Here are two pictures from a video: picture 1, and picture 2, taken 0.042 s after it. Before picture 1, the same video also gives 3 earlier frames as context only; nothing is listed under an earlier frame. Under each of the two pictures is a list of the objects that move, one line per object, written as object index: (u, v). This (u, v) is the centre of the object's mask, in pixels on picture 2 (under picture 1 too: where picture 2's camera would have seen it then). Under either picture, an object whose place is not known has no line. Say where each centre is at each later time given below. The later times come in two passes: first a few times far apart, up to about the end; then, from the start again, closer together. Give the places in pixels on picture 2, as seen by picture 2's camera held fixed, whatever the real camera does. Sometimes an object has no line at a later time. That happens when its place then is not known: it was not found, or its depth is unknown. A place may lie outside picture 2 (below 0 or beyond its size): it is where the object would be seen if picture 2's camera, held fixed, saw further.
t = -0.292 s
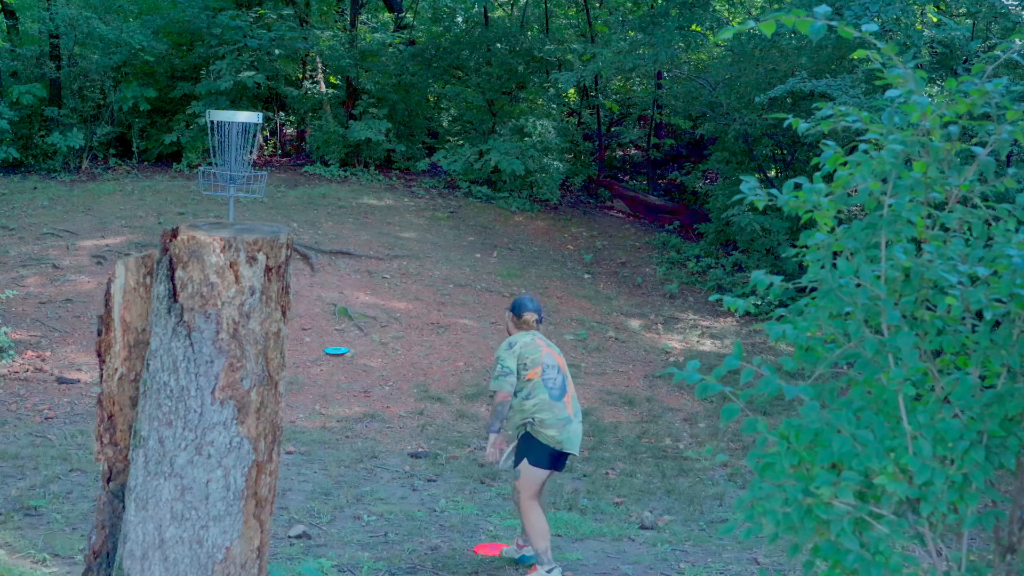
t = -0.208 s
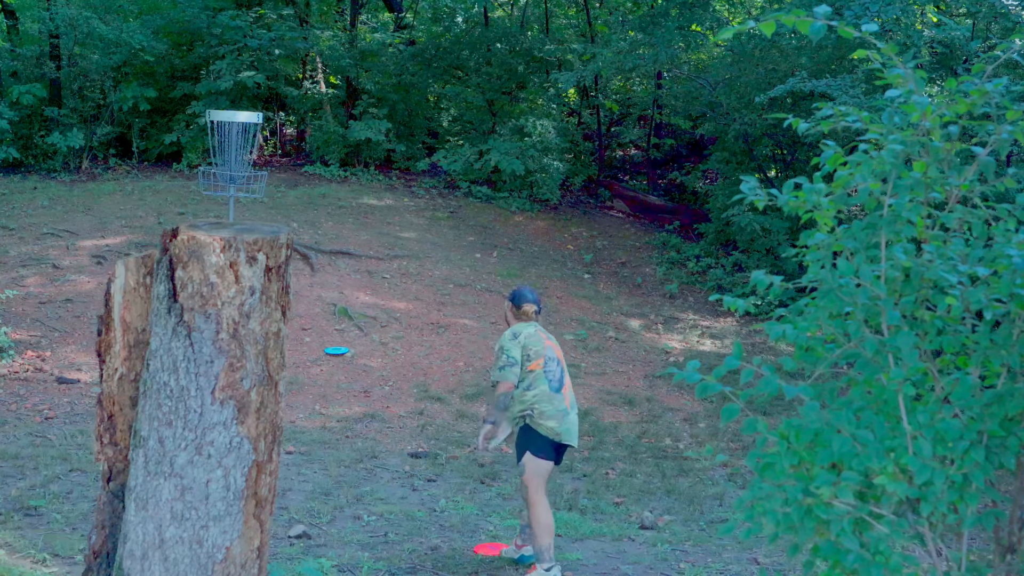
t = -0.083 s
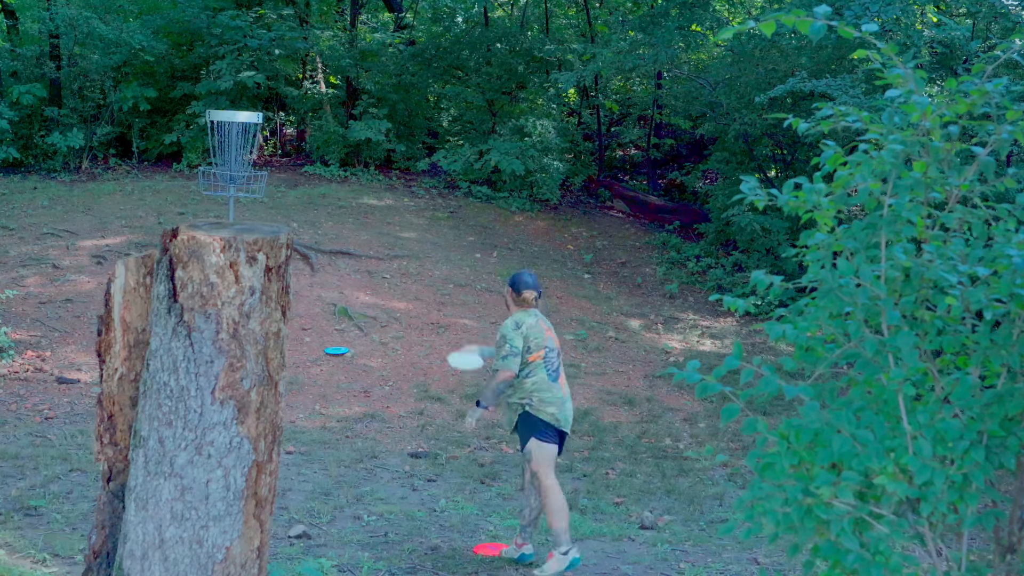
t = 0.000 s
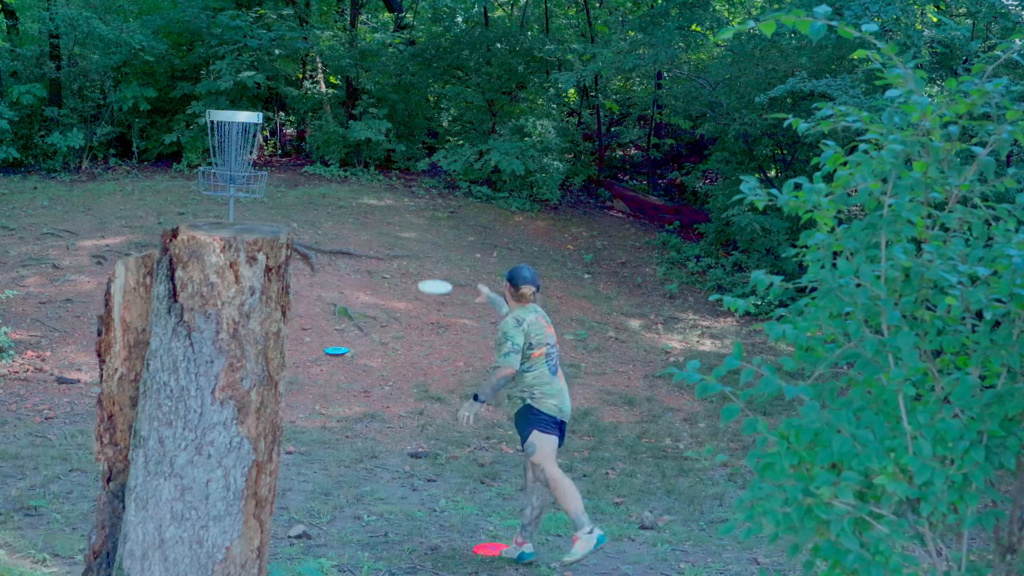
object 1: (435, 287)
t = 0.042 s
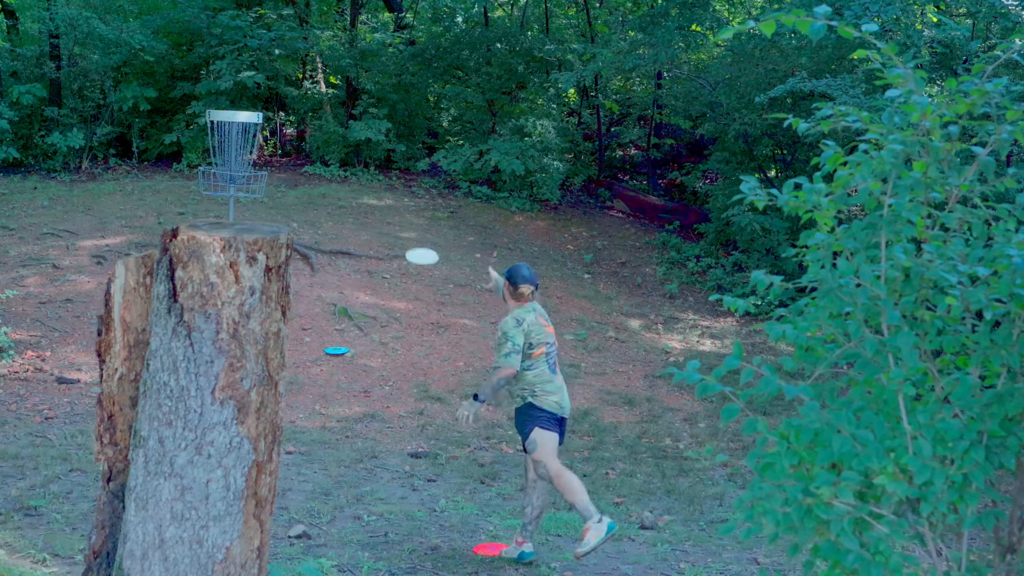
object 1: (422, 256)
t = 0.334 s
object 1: (345, 145)
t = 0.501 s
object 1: (309, 128)
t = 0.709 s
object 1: (268, 128)
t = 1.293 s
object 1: (216, 190)
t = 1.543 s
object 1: (216, 191)
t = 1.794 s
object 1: (216, 191)
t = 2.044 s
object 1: (216, 191)
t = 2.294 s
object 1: (216, 191)
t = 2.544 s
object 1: (216, 191)
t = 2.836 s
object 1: (216, 191)
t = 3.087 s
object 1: (216, 191)
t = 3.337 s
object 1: (216, 191)
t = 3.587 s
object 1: (216, 191)
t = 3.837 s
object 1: (216, 191)
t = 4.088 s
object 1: (216, 191)
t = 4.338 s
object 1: (216, 191)
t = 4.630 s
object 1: (216, 191)
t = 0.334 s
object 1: (345, 145)
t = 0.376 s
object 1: (336, 139)
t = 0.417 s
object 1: (326, 134)
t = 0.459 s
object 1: (318, 130)
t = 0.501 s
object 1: (309, 128)
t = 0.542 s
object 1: (301, 127)
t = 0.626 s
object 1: (284, 126)
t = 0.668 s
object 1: (276, 127)
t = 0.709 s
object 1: (268, 128)
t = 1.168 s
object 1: (208, 176)
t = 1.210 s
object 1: (209, 184)
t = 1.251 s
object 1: (213, 187)
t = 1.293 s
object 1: (216, 190)
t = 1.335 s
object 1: (218, 188)
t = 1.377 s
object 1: (218, 187)
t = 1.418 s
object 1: (218, 187)
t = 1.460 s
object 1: (218, 187)
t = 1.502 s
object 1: (217, 189)
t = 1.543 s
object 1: (216, 191)
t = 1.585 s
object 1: (216, 191)
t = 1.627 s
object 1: (216, 191)
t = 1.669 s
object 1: (216, 191)
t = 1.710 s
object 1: (216, 191)
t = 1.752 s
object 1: (216, 191)
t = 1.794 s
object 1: (216, 191)
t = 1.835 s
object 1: (216, 191)
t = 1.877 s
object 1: (216, 191)
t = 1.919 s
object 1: (216, 191)
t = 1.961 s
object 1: (216, 191)
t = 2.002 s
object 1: (216, 191)
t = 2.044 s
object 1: (216, 191)
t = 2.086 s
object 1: (216, 191)
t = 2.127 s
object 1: (216, 191)
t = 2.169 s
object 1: (216, 191)
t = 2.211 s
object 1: (216, 191)
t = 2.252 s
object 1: (216, 191)
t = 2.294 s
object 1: (216, 191)
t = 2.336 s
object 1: (216, 191)
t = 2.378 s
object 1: (216, 191)
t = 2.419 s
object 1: (216, 191)
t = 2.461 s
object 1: (216, 191)
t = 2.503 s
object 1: (216, 191)
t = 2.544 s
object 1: (216, 191)
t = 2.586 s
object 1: (216, 191)
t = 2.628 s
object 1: (216, 191)
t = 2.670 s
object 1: (216, 191)
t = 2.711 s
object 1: (216, 191)
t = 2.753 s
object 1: (216, 191)
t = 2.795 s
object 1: (216, 191)
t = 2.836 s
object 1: (216, 191)
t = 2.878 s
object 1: (216, 191)
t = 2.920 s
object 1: (216, 191)
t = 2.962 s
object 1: (216, 191)
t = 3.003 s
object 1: (216, 191)
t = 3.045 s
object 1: (216, 191)
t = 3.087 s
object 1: (216, 191)
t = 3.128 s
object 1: (216, 191)
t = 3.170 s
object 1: (216, 191)
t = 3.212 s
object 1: (216, 191)
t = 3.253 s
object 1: (216, 191)
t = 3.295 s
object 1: (216, 191)
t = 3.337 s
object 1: (216, 191)
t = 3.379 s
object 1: (216, 191)
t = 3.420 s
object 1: (216, 191)
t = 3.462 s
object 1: (216, 191)
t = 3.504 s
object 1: (216, 191)
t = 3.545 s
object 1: (216, 191)
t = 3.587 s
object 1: (216, 191)
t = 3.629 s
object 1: (216, 191)
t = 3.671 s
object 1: (216, 191)
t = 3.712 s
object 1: (216, 191)
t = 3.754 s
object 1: (216, 191)
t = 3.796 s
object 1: (216, 191)
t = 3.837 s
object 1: (216, 191)
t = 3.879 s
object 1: (216, 191)
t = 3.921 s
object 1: (216, 191)
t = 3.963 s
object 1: (216, 191)
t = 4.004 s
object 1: (216, 191)
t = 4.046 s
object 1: (216, 191)
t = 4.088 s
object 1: (216, 191)
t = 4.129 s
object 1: (216, 191)
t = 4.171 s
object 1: (216, 191)
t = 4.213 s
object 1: (216, 191)
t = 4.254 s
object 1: (216, 191)
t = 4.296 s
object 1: (216, 191)
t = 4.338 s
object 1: (216, 191)
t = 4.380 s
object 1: (216, 191)
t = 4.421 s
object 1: (216, 191)
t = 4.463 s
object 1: (216, 191)
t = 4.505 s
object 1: (216, 191)
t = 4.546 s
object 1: (216, 191)
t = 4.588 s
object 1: (216, 191)
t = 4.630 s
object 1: (216, 191)
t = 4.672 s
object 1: (216, 191)
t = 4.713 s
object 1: (216, 191)
